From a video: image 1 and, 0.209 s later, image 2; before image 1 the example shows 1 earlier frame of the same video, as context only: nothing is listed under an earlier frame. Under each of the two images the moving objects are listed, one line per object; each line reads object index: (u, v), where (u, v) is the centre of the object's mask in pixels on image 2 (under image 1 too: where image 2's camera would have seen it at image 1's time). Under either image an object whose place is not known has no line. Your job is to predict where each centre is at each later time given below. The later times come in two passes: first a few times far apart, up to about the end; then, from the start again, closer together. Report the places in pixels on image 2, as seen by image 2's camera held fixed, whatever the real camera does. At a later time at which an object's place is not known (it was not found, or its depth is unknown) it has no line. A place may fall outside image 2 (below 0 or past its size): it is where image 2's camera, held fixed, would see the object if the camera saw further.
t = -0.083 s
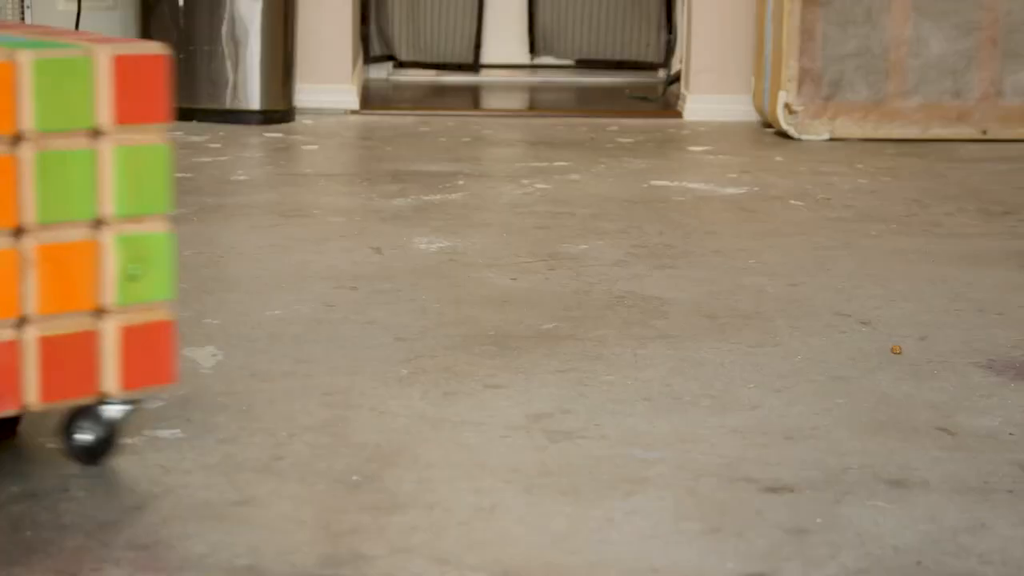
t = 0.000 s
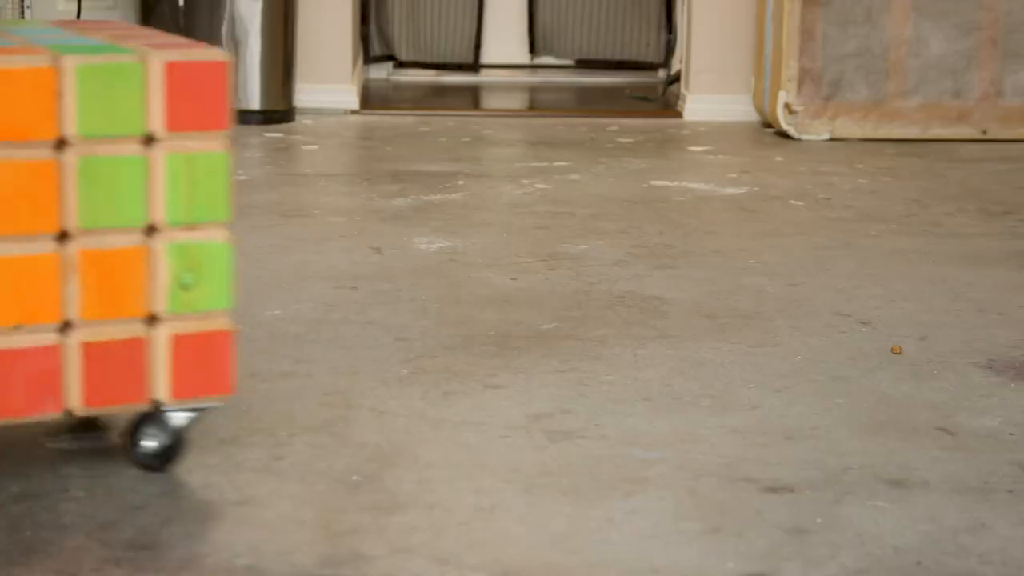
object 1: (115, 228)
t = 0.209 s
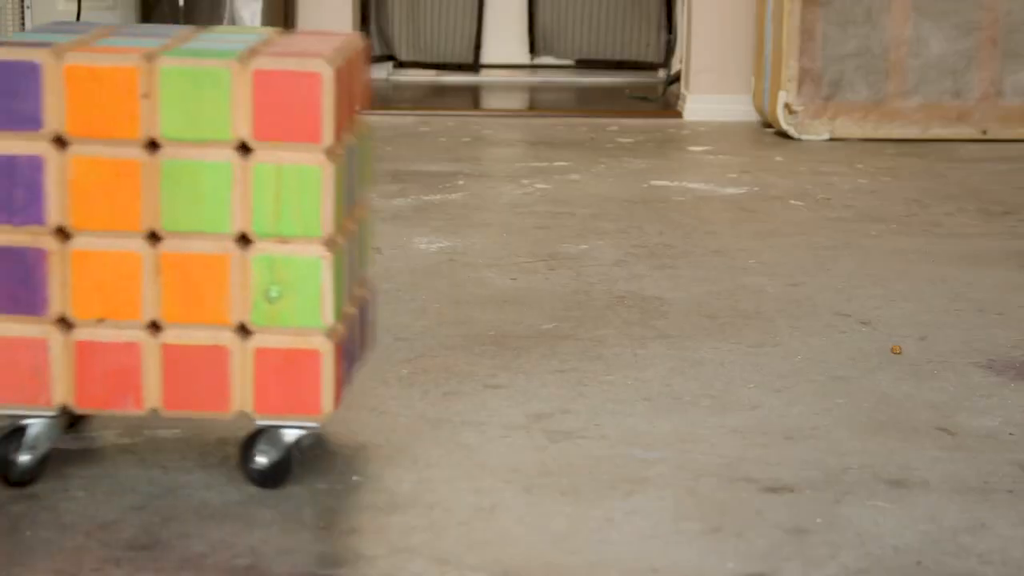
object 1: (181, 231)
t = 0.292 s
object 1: (229, 231)
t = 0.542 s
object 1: (386, 233)
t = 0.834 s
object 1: (510, 244)
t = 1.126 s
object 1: (552, 252)
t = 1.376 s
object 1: (578, 258)
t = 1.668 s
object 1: (591, 264)
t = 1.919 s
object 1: (596, 267)
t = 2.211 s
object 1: (597, 268)
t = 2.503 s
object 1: (597, 268)
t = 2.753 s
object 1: (597, 268)
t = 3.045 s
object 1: (597, 268)
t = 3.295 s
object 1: (597, 268)
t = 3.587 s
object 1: (597, 269)
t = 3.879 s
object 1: (597, 269)
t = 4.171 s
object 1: (597, 269)
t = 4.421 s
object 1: (597, 269)
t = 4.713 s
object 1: (597, 269)
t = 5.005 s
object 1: (597, 269)
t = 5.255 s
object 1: (597, 269)
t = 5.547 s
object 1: (597, 269)
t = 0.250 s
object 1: (201, 232)
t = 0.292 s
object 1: (229, 231)
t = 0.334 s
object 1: (259, 231)
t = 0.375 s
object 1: (286, 231)
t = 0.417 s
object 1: (313, 232)
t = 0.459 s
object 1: (339, 232)
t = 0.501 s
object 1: (363, 233)
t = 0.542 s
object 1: (386, 233)
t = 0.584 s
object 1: (407, 234)
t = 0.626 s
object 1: (429, 236)
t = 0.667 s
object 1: (447, 237)
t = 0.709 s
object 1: (465, 239)
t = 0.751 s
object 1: (481, 241)
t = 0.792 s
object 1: (496, 242)
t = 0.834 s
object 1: (510, 244)
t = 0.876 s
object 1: (523, 246)
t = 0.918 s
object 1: (527, 248)
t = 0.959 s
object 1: (528, 249)
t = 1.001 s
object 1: (530, 250)
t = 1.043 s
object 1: (538, 251)
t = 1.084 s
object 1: (545, 251)
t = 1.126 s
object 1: (552, 252)
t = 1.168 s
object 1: (558, 252)
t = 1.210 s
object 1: (563, 254)
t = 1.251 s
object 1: (568, 255)
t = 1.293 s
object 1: (572, 256)
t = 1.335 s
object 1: (575, 257)
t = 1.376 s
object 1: (578, 258)
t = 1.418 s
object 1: (581, 259)
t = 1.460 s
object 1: (583, 260)
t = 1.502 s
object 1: (586, 261)
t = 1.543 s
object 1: (587, 262)
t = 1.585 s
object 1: (589, 263)
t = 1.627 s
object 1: (590, 264)
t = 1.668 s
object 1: (591, 264)
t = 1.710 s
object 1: (593, 265)
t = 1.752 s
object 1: (593, 266)
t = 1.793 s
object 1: (594, 266)
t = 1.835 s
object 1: (595, 267)
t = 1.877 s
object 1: (595, 267)
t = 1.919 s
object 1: (596, 267)
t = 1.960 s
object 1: (596, 268)
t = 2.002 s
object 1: (596, 268)
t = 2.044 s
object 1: (596, 268)
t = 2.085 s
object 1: (597, 268)
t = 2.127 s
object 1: (597, 268)
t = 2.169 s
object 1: (597, 268)
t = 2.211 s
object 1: (597, 268)
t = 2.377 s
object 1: (597, 268)
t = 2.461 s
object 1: (597, 268)
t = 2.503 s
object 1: (597, 268)
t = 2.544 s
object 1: (597, 268)
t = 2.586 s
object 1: (597, 268)
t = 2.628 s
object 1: (597, 268)
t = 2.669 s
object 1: (597, 268)
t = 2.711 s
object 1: (597, 268)
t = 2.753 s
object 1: (597, 268)
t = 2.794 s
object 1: (597, 268)
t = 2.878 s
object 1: (597, 268)
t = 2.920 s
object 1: (597, 268)
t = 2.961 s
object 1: (597, 268)
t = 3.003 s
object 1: (597, 268)
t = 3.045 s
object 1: (597, 268)
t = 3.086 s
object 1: (597, 268)
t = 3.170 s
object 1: (597, 268)
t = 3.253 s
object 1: (597, 268)
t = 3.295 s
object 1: (597, 268)
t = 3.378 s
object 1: (597, 268)
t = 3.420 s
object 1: (597, 268)
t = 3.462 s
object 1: (597, 269)
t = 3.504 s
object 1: (597, 269)
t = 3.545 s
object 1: (597, 269)
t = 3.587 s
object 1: (597, 269)
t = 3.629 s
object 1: (597, 269)
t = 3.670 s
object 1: (597, 269)
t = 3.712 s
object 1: (597, 269)
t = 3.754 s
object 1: (597, 269)
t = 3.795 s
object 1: (597, 269)
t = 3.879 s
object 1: (597, 269)
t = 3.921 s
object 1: (597, 269)
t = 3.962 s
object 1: (597, 269)
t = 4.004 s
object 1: (597, 269)
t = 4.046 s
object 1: (597, 269)
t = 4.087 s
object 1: (597, 269)
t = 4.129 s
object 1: (597, 269)
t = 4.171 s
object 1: (597, 269)
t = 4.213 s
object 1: (597, 269)
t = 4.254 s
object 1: (597, 269)
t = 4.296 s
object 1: (597, 269)
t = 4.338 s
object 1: (597, 269)
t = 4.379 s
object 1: (597, 269)
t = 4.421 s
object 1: (597, 269)
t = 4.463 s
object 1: (597, 269)
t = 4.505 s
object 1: (597, 269)
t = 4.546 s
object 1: (597, 269)
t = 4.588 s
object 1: (597, 269)
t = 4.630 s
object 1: (597, 269)
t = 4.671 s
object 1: (597, 269)
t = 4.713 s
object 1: (597, 269)
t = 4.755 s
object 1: (597, 269)
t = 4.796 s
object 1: (597, 269)
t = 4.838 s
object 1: (597, 269)
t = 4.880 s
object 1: (597, 269)
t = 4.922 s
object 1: (597, 269)
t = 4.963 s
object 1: (597, 269)
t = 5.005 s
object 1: (597, 269)
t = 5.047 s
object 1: (597, 269)
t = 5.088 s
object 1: (597, 269)
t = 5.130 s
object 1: (597, 269)
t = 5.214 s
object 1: (597, 269)
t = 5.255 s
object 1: (597, 269)
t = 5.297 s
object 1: (597, 269)
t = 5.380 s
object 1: (597, 269)
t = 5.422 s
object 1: (597, 269)
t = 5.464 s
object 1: (597, 269)
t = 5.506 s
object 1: (597, 269)
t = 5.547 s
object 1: (597, 269)
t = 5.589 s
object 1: (597, 269)
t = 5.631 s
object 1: (597, 269)
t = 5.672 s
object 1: (597, 269)
